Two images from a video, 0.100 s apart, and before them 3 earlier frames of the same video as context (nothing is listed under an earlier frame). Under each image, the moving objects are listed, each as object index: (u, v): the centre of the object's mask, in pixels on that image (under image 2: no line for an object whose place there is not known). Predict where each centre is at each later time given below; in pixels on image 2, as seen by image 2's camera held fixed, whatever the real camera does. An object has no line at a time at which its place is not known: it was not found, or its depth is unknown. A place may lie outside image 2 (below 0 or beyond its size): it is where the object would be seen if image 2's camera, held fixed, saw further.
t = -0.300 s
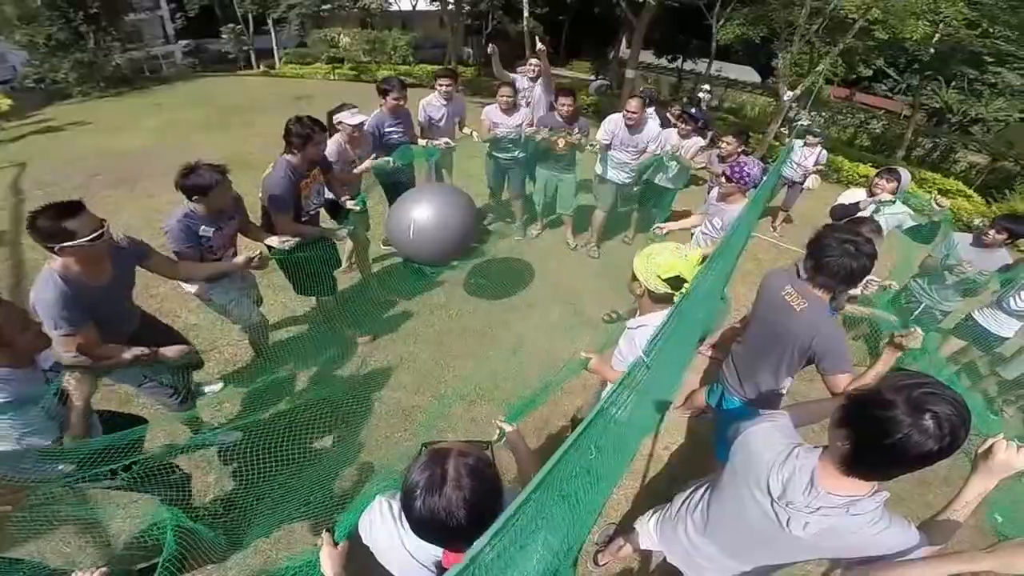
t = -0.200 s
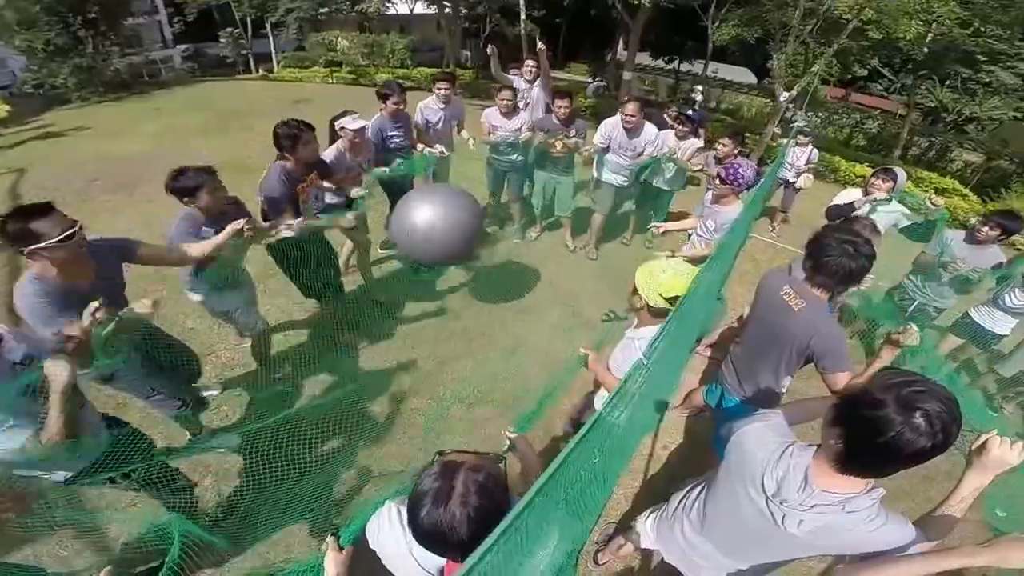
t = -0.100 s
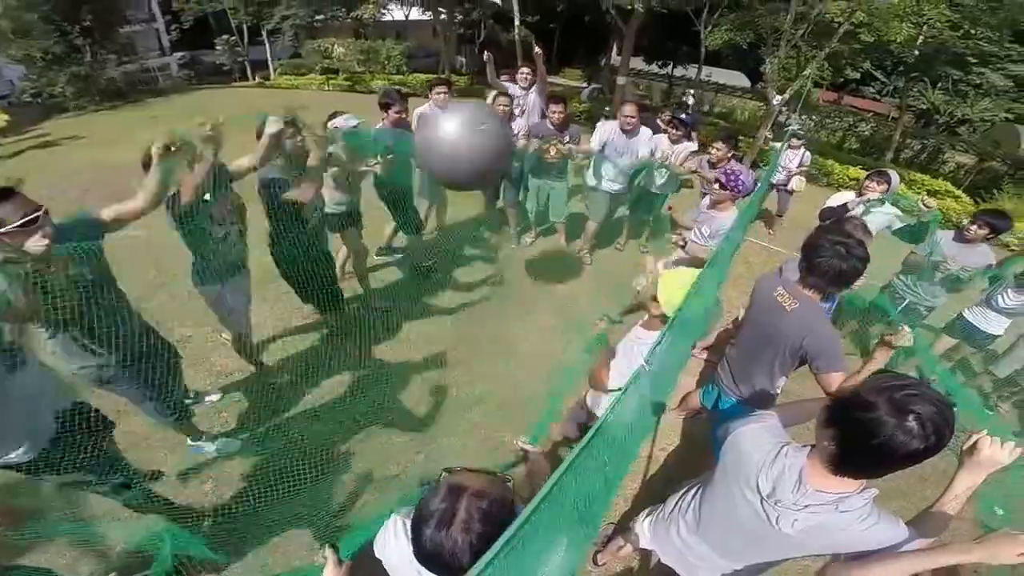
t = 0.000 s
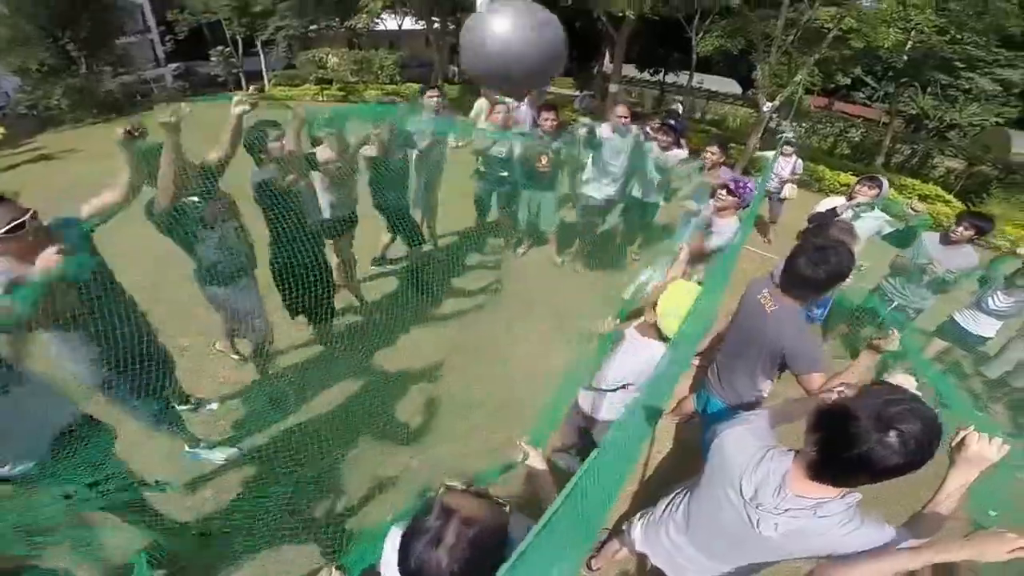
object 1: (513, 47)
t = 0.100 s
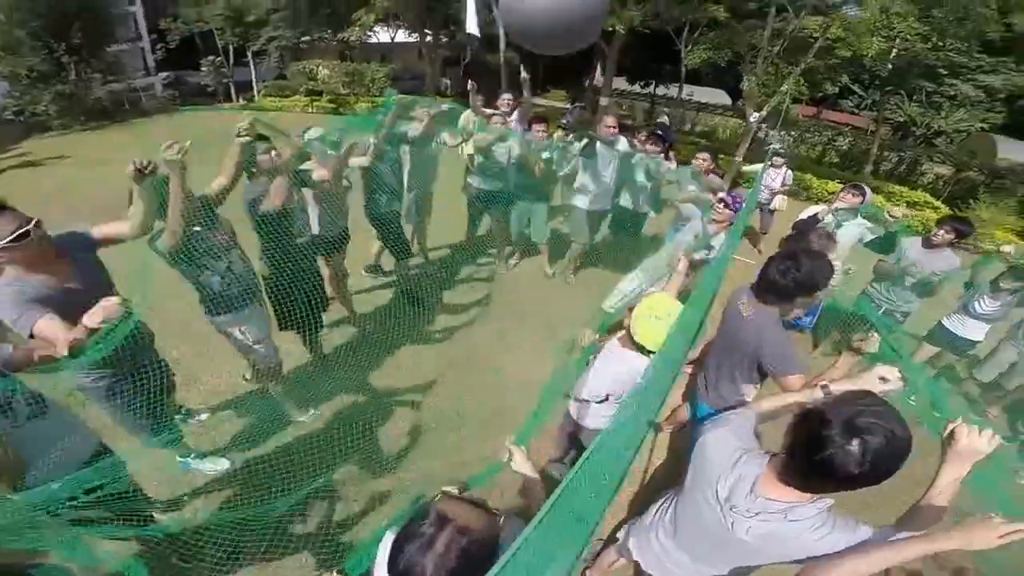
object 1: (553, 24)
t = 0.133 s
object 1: (563, 19)
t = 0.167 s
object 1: (574, 12)
